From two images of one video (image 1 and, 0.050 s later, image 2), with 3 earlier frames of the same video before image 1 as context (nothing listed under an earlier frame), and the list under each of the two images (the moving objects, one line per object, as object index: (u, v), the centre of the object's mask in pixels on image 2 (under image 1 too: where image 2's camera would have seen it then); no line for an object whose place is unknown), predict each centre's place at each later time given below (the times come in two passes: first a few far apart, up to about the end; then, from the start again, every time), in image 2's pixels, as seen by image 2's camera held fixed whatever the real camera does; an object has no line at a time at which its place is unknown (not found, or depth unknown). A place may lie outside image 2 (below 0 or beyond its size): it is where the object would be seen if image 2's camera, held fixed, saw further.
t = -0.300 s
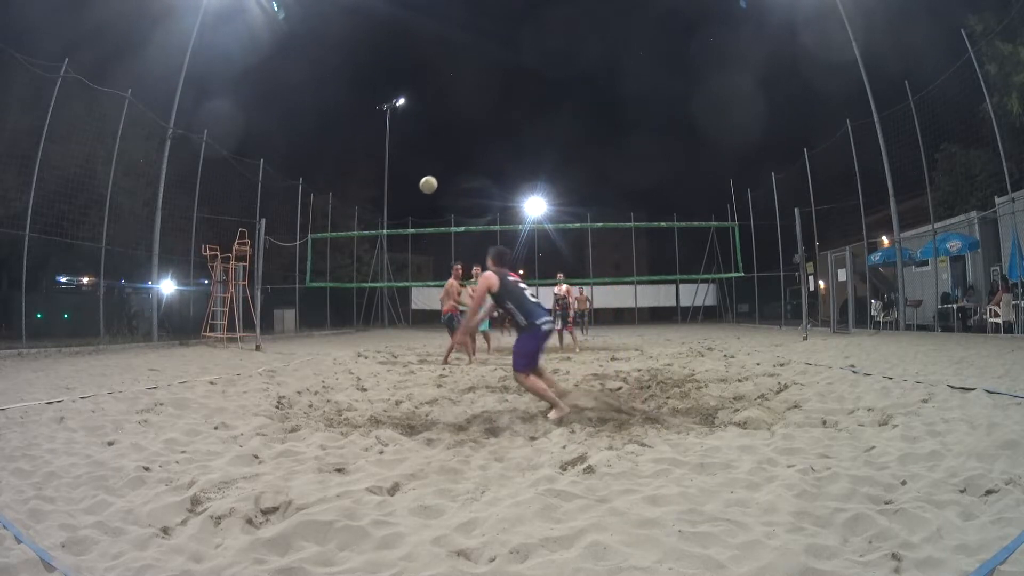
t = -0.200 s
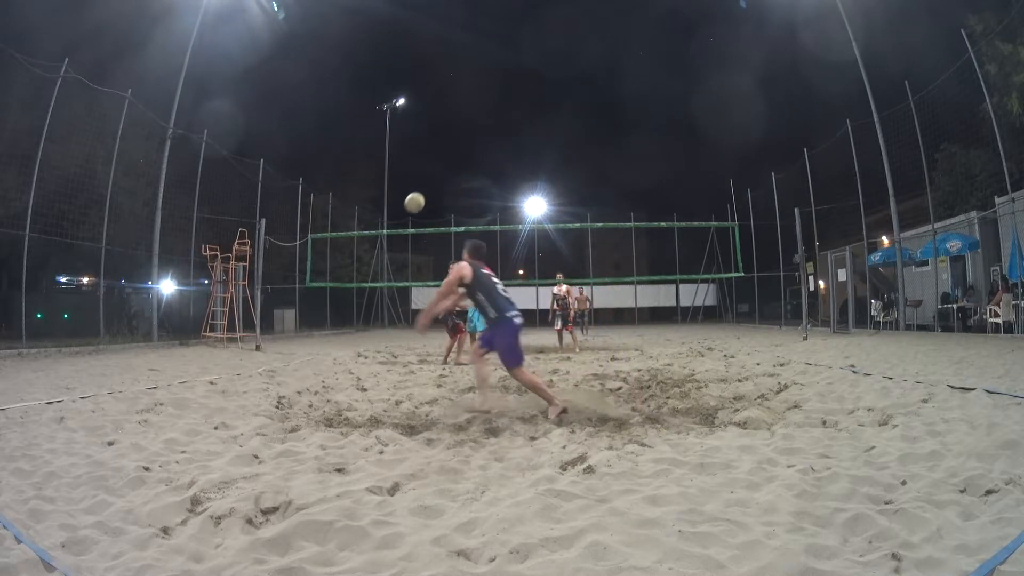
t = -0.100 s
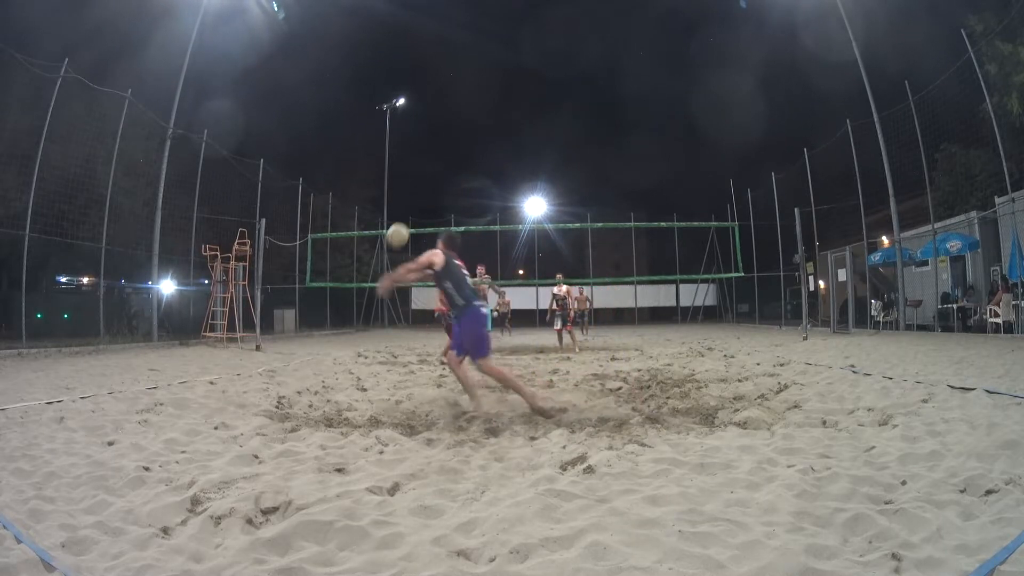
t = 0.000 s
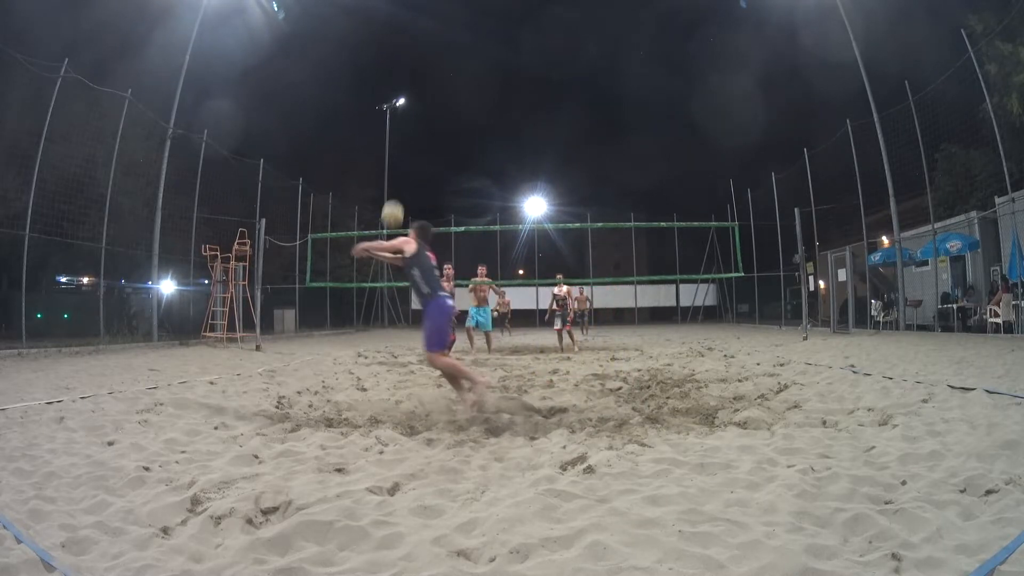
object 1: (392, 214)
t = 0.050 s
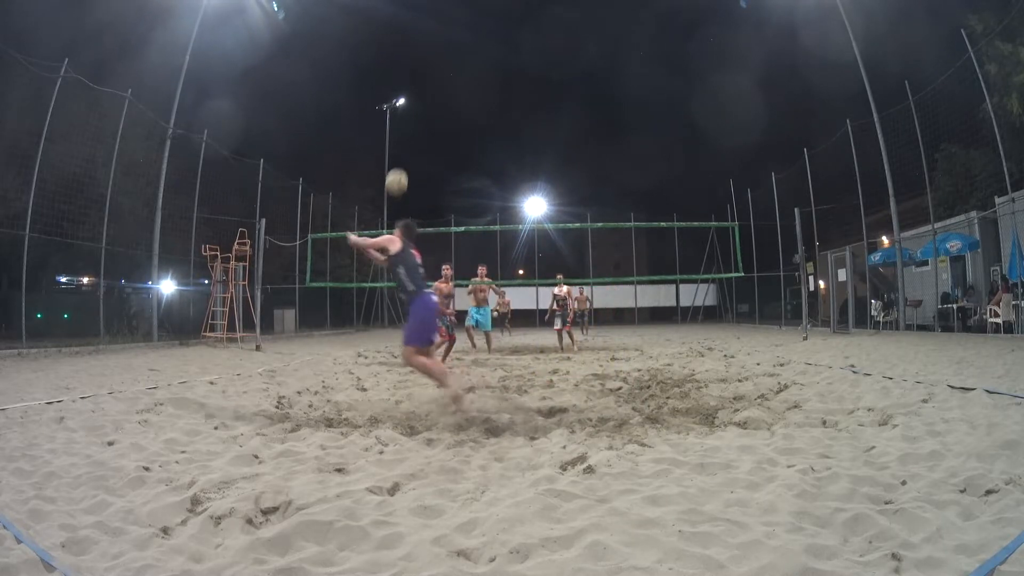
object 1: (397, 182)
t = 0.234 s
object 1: (412, 99)
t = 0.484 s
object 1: (430, 49)
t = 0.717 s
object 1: (443, 44)
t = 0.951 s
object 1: (453, 71)
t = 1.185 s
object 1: (462, 131)
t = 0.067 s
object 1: (398, 172)
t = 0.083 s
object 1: (399, 163)
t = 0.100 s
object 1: (401, 154)
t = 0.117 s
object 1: (403, 146)
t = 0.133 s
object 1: (404, 138)
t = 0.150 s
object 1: (405, 130)
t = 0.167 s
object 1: (407, 123)
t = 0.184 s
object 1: (408, 117)
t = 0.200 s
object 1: (410, 110)
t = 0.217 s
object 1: (411, 104)
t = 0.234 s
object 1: (412, 99)
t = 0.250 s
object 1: (414, 94)
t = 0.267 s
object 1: (415, 89)
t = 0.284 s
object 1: (416, 84)
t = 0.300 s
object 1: (417, 80)
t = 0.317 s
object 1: (419, 75)
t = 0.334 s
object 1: (420, 72)
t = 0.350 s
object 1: (421, 68)
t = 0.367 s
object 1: (422, 65)
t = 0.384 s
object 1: (423, 62)
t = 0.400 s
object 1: (425, 59)
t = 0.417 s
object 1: (426, 57)
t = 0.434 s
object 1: (427, 55)
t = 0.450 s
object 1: (428, 52)
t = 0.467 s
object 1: (429, 51)
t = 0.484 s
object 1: (430, 49)
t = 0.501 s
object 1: (431, 48)
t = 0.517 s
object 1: (432, 46)
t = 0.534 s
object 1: (433, 45)
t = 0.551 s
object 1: (434, 44)
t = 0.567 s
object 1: (435, 44)
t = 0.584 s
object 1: (436, 43)
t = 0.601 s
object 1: (437, 43)
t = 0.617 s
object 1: (438, 42)
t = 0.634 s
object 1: (439, 42)
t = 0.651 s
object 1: (439, 42)
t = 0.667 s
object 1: (440, 43)
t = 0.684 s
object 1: (441, 43)
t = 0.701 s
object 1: (442, 44)
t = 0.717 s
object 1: (443, 44)
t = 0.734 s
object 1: (444, 45)
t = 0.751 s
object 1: (444, 46)
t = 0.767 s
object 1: (445, 48)
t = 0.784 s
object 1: (446, 49)
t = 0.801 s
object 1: (446, 51)
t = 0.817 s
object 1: (447, 52)
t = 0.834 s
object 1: (448, 54)
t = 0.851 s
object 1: (449, 56)
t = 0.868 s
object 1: (449, 58)
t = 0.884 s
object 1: (450, 60)
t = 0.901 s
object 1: (451, 63)
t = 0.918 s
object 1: (451, 66)
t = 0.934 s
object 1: (452, 68)
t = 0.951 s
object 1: (453, 71)
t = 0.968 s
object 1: (454, 74)
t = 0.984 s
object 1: (454, 78)
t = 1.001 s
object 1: (455, 81)
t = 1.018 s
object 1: (456, 85)
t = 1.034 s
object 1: (456, 89)
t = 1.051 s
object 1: (457, 93)
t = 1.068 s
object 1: (457, 97)
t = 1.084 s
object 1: (458, 101)
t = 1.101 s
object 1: (459, 106)
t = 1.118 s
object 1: (459, 110)
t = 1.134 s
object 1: (460, 115)
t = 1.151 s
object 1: (460, 120)
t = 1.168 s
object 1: (461, 125)
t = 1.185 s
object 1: (462, 131)
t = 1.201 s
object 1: (462, 136)
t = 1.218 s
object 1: (463, 142)
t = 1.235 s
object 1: (463, 148)
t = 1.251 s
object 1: (464, 154)
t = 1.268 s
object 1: (465, 161)
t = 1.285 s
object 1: (465, 168)
